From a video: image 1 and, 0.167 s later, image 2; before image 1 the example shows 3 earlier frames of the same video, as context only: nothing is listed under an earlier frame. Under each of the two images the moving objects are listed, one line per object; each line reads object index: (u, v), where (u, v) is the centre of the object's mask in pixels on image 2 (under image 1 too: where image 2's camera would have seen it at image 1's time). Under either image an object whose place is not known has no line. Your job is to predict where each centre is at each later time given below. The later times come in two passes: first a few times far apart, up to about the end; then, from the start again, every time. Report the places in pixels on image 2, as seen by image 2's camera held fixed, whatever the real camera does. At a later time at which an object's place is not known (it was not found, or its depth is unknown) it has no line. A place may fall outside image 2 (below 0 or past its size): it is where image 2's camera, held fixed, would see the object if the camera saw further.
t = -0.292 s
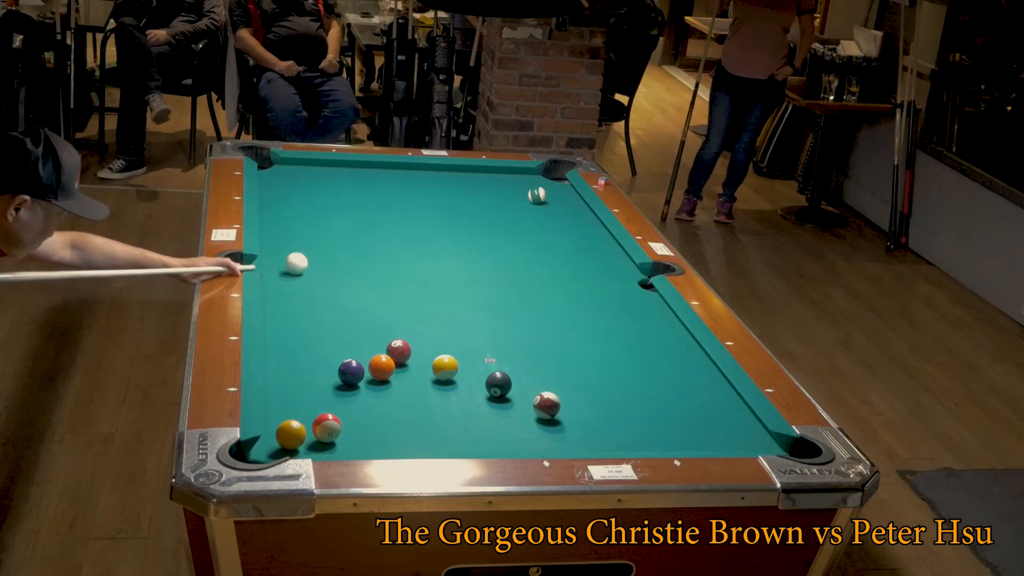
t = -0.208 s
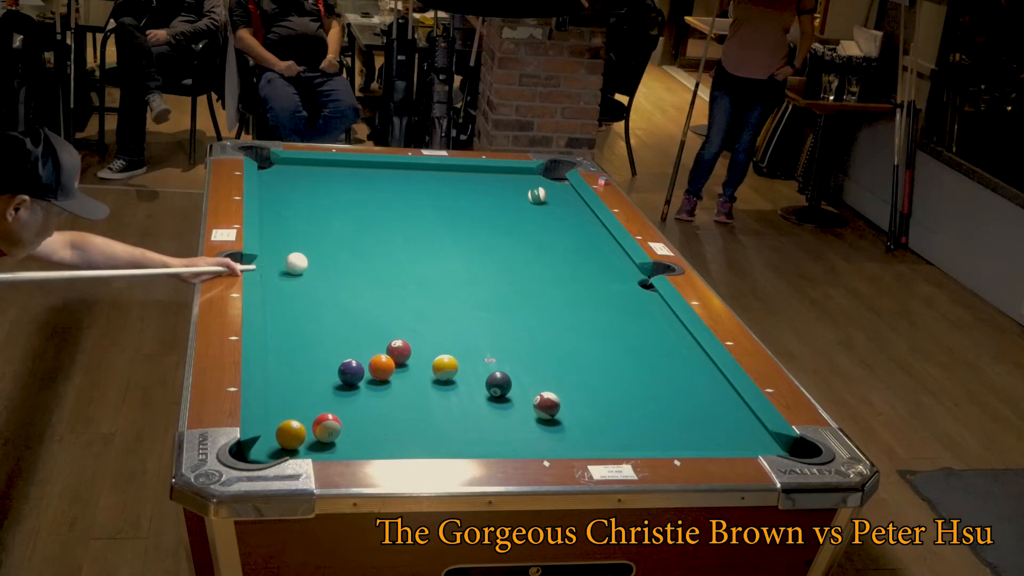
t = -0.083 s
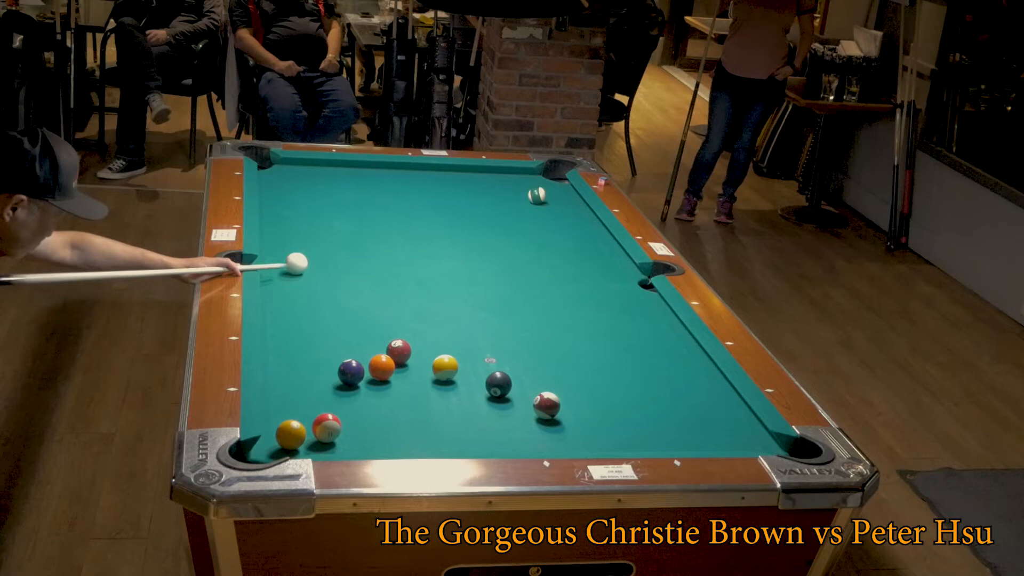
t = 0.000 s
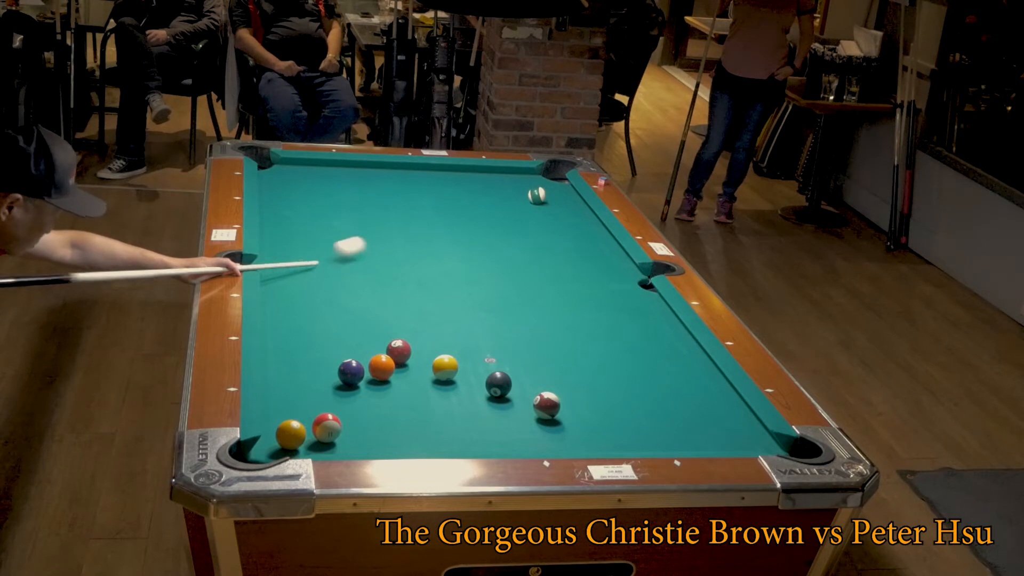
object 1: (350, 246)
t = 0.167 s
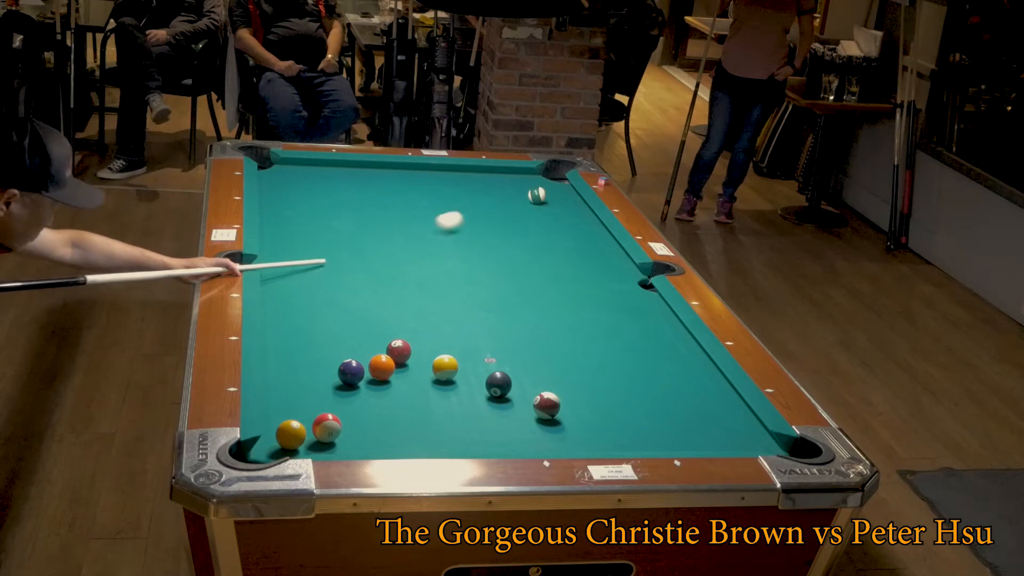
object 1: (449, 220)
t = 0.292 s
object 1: (507, 205)
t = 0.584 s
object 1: (574, 203)
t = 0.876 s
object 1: (542, 206)
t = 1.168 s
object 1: (512, 209)
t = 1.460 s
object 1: (483, 212)
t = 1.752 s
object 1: (456, 214)
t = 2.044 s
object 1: (430, 216)
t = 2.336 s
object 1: (405, 218)
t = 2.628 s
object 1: (382, 219)
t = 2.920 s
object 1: (360, 220)
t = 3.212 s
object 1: (341, 221)
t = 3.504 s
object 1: (324, 222)
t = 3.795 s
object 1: (309, 222)
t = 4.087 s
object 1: (296, 223)
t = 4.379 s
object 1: (287, 223)
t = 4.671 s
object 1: (280, 223)
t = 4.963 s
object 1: (276, 224)
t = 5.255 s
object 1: (276, 224)
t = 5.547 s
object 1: (276, 224)
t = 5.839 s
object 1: (276, 224)
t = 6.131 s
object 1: (276, 224)
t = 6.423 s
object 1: (276, 224)
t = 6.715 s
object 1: (276, 224)
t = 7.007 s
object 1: (276, 224)
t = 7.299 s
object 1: (276, 224)
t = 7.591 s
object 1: (276, 224)
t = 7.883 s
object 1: (276, 224)
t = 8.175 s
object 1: (276, 224)
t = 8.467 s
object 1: (276, 224)
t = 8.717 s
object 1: (276, 224)
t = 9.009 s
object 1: (276, 224)
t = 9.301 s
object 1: (276, 224)
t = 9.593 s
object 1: (276, 224)
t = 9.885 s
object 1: (276, 224)
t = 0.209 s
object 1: (470, 215)
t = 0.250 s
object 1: (489, 210)
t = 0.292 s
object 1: (507, 205)
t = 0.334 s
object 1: (523, 202)
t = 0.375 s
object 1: (537, 199)
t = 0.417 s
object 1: (547, 201)
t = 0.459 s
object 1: (557, 201)
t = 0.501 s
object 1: (567, 202)
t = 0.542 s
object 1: (577, 203)
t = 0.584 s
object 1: (574, 203)
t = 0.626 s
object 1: (568, 204)
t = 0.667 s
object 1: (564, 204)
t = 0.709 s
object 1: (559, 205)
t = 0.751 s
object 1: (555, 205)
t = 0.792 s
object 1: (551, 206)
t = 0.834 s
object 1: (546, 206)
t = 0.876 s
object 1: (542, 206)
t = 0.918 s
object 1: (538, 207)
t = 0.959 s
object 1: (533, 207)
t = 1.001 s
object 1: (529, 208)
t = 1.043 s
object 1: (525, 208)
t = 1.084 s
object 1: (521, 208)
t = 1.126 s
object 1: (517, 209)
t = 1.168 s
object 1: (512, 209)
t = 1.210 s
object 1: (508, 210)
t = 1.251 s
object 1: (504, 210)
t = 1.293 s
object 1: (500, 210)
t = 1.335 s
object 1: (496, 211)
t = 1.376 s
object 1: (491, 211)
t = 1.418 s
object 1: (488, 211)
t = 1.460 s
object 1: (483, 212)
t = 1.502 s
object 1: (479, 212)
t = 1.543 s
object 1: (475, 212)
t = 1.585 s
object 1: (472, 213)
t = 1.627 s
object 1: (467, 213)
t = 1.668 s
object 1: (464, 213)
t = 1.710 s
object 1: (460, 214)
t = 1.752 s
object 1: (456, 214)
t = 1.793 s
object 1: (452, 214)
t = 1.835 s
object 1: (448, 215)
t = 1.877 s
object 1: (445, 215)
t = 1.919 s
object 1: (441, 215)
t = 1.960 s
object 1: (437, 215)
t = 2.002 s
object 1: (433, 216)
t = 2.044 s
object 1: (430, 216)
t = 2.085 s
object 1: (426, 216)
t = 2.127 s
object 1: (423, 217)
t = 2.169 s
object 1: (419, 217)
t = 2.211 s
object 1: (415, 217)
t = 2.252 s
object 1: (412, 217)
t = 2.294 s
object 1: (408, 218)
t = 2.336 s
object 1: (405, 218)
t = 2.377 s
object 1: (402, 218)
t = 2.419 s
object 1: (398, 218)
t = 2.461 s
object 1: (395, 218)
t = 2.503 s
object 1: (392, 219)
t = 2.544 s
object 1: (388, 219)
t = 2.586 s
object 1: (385, 219)
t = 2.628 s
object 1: (382, 219)
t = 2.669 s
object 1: (379, 219)
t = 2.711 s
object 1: (376, 219)
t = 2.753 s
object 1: (373, 220)
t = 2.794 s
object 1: (369, 220)
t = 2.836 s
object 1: (367, 220)
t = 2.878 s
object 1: (364, 220)
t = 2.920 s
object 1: (360, 220)
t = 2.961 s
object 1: (358, 220)
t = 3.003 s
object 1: (355, 220)
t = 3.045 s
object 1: (352, 221)
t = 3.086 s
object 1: (349, 221)
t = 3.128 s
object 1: (347, 221)
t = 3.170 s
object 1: (344, 221)
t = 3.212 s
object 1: (341, 221)
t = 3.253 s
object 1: (339, 221)
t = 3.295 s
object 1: (336, 221)
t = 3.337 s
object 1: (334, 221)
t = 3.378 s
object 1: (331, 221)
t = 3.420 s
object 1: (329, 222)
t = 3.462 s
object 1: (327, 222)
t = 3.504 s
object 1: (324, 222)
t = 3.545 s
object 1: (322, 222)
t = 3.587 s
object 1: (319, 222)
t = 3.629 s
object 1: (317, 222)
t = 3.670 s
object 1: (315, 222)
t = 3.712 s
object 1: (313, 222)
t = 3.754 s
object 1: (311, 222)
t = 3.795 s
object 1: (309, 222)
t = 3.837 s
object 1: (307, 222)
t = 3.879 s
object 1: (305, 223)
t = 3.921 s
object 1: (303, 222)
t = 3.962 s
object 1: (301, 223)
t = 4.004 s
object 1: (300, 223)
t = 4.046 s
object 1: (298, 223)
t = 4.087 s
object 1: (296, 223)
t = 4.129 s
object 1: (295, 223)
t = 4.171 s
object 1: (293, 223)
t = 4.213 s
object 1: (292, 223)
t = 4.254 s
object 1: (291, 223)
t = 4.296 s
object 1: (289, 223)
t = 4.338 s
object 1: (288, 223)
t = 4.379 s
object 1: (287, 223)
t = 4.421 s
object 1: (286, 223)
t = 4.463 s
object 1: (285, 223)
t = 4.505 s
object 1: (284, 223)
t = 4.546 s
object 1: (283, 223)
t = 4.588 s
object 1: (282, 223)
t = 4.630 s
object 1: (281, 224)
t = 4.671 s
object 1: (280, 223)
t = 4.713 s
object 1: (279, 223)
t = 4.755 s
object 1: (279, 223)
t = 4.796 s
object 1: (278, 223)
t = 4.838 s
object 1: (278, 224)
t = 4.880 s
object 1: (277, 224)
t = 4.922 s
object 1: (277, 224)
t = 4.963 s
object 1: (276, 224)
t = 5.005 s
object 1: (276, 224)
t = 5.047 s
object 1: (276, 224)
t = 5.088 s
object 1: (276, 224)
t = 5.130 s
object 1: (276, 224)
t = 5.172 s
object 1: (276, 224)
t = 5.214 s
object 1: (276, 224)
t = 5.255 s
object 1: (276, 224)
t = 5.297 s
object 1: (276, 224)
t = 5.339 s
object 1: (276, 224)
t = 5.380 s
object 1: (276, 224)
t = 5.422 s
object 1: (276, 224)
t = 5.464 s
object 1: (276, 224)
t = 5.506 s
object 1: (276, 224)
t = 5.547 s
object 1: (276, 224)
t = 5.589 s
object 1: (276, 224)
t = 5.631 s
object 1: (276, 224)
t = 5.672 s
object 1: (276, 224)
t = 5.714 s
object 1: (276, 224)
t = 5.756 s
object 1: (276, 224)
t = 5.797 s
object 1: (276, 224)
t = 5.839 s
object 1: (276, 224)
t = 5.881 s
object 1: (276, 224)
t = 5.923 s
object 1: (276, 224)
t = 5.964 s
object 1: (276, 224)
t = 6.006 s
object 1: (276, 224)
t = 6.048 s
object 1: (276, 224)
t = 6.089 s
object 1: (276, 224)
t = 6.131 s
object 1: (276, 224)
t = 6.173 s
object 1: (276, 224)
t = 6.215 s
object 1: (276, 224)
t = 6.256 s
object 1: (276, 224)
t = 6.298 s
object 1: (276, 224)
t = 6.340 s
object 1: (276, 224)
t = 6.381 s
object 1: (276, 224)
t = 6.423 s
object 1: (276, 224)
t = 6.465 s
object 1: (276, 224)
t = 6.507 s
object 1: (276, 224)
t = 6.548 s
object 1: (276, 224)
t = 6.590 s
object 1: (276, 224)
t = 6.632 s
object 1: (276, 224)
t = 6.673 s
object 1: (276, 224)
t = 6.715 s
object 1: (276, 224)
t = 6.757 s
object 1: (276, 224)
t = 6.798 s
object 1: (276, 224)
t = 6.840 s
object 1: (276, 224)
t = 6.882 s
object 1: (276, 224)
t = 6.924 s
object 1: (276, 224)
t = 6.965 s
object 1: (276, 224)
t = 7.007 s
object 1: (276, 224)
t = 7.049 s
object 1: (276, 224)
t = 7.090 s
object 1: (276, 224)
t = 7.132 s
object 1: (276, 224)
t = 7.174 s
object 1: (276, 224)
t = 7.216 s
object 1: (276, 224)
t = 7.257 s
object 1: (276, 224)
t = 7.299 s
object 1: (276, 224)
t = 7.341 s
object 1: (276, 224)
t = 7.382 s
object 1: (276, 224)
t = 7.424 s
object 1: (276, 224)
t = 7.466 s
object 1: (276, 224)
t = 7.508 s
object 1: (276, 224)
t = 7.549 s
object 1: (276, 224)
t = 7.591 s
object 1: (276, 224)
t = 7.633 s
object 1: (276, 224)
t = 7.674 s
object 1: (276, 224)
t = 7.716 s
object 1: (276, 224)
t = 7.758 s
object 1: (276, 224)
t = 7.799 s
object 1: (276, 224)
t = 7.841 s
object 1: (276, 224)
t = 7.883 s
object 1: (276, 224)
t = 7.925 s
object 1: (276, 224)
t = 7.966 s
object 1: (276, 224)
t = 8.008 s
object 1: (276, 224)
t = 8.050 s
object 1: (276, 224)
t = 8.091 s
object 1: (276, 224)
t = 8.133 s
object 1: (276, 224)
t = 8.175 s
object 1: (276, 224)
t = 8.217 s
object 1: (276, 224)
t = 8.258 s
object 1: (276, 224)
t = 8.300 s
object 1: (276, 224)
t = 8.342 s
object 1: (276, 224)
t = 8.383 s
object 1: (276, 224)
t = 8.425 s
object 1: (276, 224)
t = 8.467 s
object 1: (276, 224)
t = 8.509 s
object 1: (276, 224)
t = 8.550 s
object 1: (276, 224)
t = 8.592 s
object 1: (276, 224)
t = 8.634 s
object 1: (276, 224)
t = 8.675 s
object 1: (276, 224)
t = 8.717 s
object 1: (276, 224)
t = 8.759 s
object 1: (276, 224)
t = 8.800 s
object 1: (276, 224)
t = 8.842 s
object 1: (276, 224)
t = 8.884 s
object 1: (276, 224)
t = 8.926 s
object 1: (276, 224)
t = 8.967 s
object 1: (276, 224)
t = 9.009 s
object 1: (276, 224)
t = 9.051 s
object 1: (276, 224)
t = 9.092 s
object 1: (276, 224)
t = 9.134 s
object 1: (276, 224)
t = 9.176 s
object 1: (276, 224)
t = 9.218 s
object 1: (276, 224)
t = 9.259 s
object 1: (276, 224)
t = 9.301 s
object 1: (276, 224)
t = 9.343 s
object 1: (276, 224)
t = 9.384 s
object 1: (276, 224)
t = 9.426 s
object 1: (276, 224)
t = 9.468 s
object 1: (276, 224)
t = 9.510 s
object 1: (276, 224)
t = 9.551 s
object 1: (276, 224)
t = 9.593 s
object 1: (276, 224)
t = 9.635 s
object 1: (276, 224)
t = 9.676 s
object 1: (276, 224)
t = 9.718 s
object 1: (276, 224)
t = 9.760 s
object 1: (276, 224)
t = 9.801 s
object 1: (276, 224)
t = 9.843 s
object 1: (276, 224)
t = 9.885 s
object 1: (276, 224)
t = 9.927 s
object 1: (276, 224)
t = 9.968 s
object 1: (276, 224)
